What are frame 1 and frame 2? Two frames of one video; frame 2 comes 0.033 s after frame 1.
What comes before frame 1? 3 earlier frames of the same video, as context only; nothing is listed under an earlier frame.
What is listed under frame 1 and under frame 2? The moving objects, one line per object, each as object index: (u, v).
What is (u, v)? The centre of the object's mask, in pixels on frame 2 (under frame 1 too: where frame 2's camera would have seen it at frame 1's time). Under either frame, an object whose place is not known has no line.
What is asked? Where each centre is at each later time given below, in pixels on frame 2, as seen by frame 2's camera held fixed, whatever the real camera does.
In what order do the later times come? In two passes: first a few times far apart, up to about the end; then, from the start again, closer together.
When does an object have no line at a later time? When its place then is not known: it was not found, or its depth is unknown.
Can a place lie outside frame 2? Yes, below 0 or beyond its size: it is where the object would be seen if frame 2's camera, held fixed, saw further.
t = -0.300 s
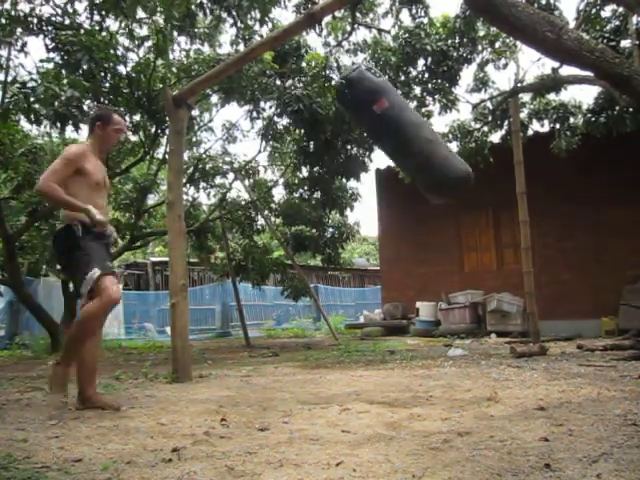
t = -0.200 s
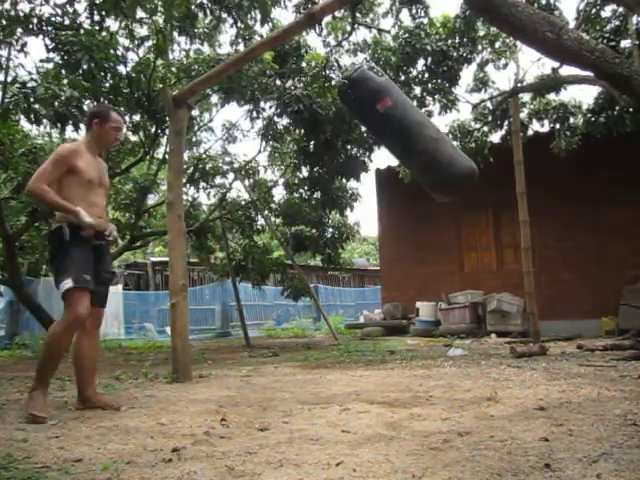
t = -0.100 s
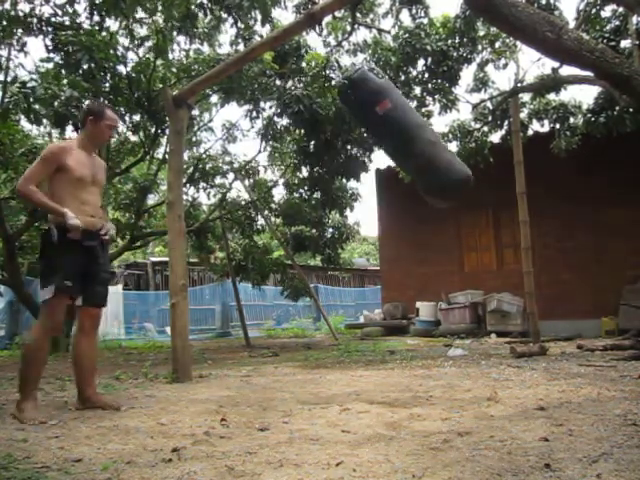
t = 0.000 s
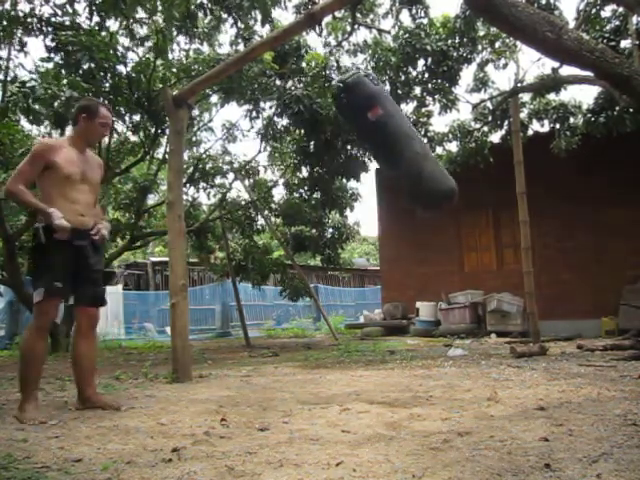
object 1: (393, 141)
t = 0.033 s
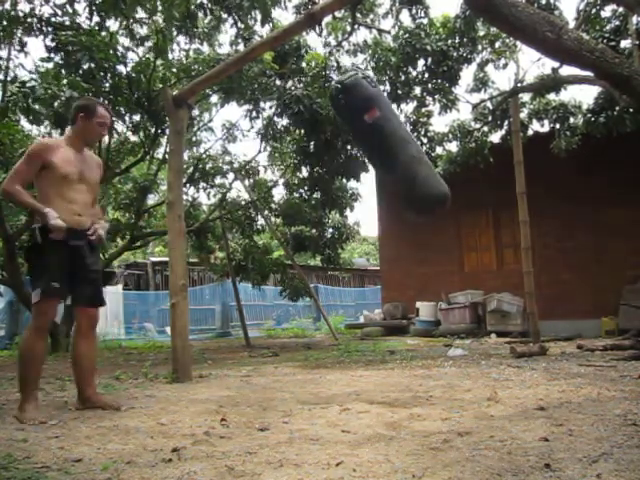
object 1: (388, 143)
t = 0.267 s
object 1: (336, 165)
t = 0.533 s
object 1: (267, 158)
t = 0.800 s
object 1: (236, 145)
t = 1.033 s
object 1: (247, 150)
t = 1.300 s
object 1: (304, 162)
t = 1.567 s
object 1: (369, 152)
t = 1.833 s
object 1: (397, 141)
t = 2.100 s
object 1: (377, 150)
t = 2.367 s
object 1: (320, 166)
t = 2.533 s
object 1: (280, 162)
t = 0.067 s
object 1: (383, 146)
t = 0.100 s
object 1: (377, 152)
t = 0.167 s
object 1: (362, 159)
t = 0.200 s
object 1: (354, 162)
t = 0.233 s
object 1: (344, 163)
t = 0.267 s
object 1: (336, 165)
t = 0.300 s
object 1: (326, 164)
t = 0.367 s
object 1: (309, 166)
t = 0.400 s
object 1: (300, 166)
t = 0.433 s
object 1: (291, 164)
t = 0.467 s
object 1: (282, 163)
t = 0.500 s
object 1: (274, 161)
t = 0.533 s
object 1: (267, 158)
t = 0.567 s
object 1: (260, 157)
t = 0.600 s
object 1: (255, 155)
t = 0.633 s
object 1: (249, 153)
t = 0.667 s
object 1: (245, 150)
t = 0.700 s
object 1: (242, 148)
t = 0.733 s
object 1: (239, 147)
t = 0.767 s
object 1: (237, 145)
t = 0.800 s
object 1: (236, 145)
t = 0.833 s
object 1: (236, 145)
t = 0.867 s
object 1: (236, 144)
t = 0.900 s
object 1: (236, 145)
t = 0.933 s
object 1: (238, 146)
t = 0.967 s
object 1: (240, 147)
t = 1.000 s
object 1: (243, 149)
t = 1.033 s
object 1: (247, 150)
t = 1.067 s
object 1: (252, 152)
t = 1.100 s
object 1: (257, 154)
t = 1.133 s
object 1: (263, 157)
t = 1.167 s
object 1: (270, 159)
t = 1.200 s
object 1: (278, 160)
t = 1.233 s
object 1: (286, 162)
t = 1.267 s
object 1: (295, 163)
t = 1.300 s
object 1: (304, 162)
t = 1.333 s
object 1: (312, 164)
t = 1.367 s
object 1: (322, 164)
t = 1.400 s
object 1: (331, 163)
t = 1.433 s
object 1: (339, 162)
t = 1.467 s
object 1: (348, 161)
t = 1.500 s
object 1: (355, 158)
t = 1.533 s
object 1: (363, 155)
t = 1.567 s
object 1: (369, 152)
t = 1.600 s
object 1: (375, 148)
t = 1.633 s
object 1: (380, 145)
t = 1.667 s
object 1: (385, 144)
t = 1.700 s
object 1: (388, 140)
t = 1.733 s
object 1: (392, 142)
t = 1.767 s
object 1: (395, 142)
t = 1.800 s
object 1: (396, 141)
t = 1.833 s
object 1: (397, 141)
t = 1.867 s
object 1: (397, 141)
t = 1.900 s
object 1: (396, 141)
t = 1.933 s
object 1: (395, 142)
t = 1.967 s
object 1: (394, 144)
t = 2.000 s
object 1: (390, 145)
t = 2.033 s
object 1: (386, 145)
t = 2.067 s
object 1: (382, 147)
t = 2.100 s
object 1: (377, 150)
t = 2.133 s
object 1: (371, 153)
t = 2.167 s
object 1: (367, 159)
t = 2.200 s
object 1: (360, 160)
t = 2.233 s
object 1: (351, 162)
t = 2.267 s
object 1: (344, 163)
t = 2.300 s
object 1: (336, 165)
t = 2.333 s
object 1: (328, 165)
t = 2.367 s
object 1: (320, 166)
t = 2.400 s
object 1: (311, 166)
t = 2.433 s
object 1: (303, 165)
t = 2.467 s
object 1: (295, 165)
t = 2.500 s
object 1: (287, 164)
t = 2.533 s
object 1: (280, 162)
